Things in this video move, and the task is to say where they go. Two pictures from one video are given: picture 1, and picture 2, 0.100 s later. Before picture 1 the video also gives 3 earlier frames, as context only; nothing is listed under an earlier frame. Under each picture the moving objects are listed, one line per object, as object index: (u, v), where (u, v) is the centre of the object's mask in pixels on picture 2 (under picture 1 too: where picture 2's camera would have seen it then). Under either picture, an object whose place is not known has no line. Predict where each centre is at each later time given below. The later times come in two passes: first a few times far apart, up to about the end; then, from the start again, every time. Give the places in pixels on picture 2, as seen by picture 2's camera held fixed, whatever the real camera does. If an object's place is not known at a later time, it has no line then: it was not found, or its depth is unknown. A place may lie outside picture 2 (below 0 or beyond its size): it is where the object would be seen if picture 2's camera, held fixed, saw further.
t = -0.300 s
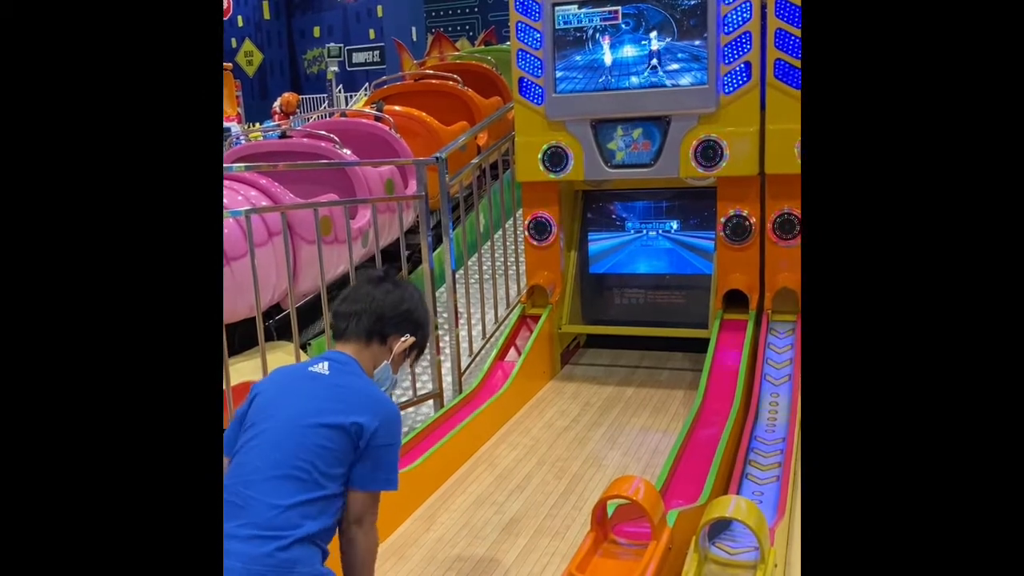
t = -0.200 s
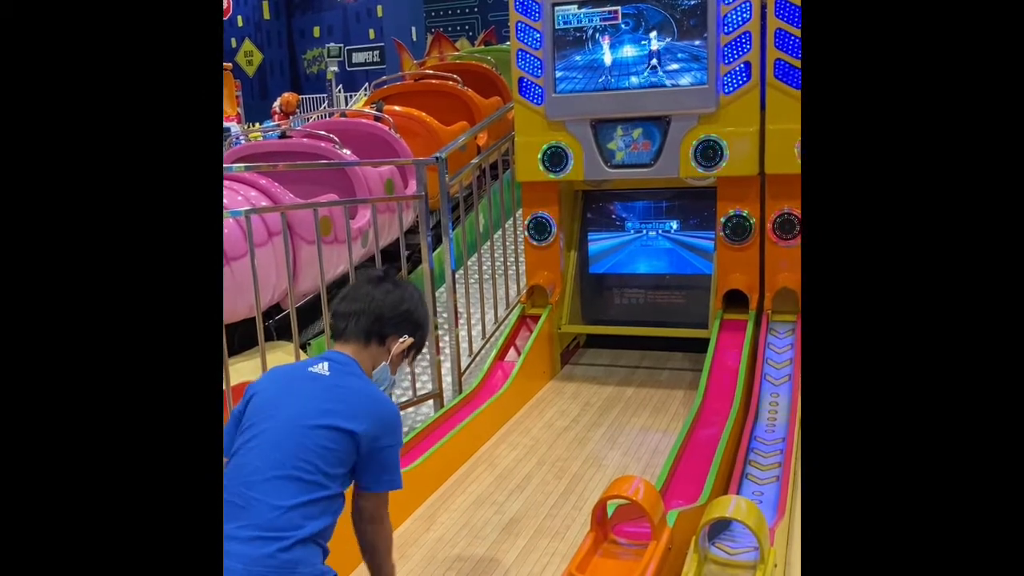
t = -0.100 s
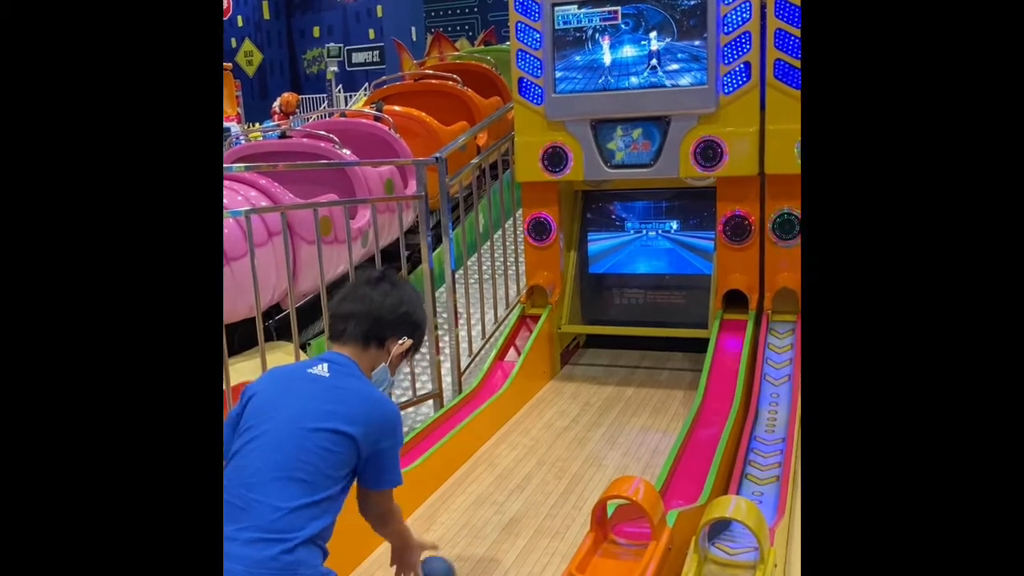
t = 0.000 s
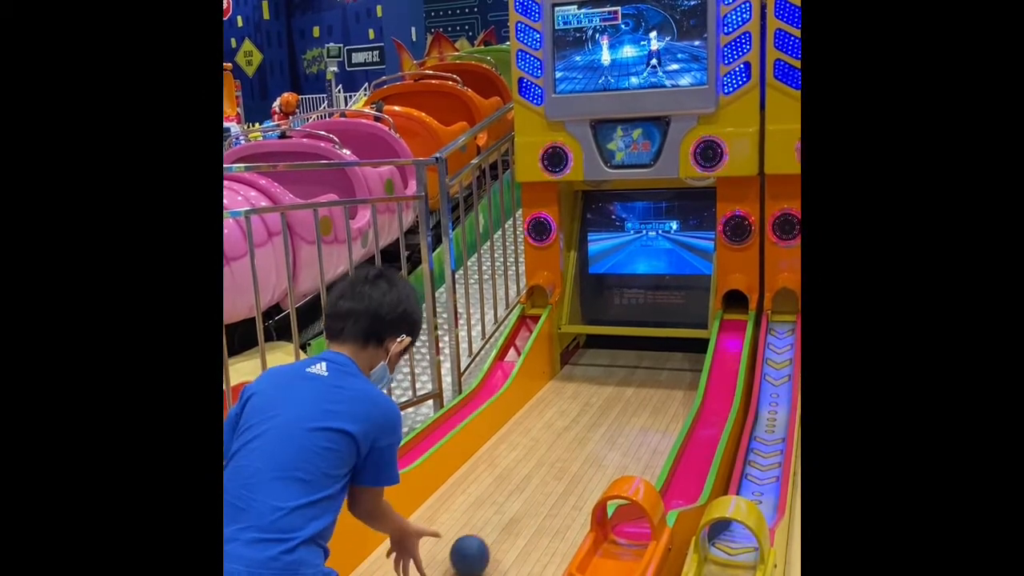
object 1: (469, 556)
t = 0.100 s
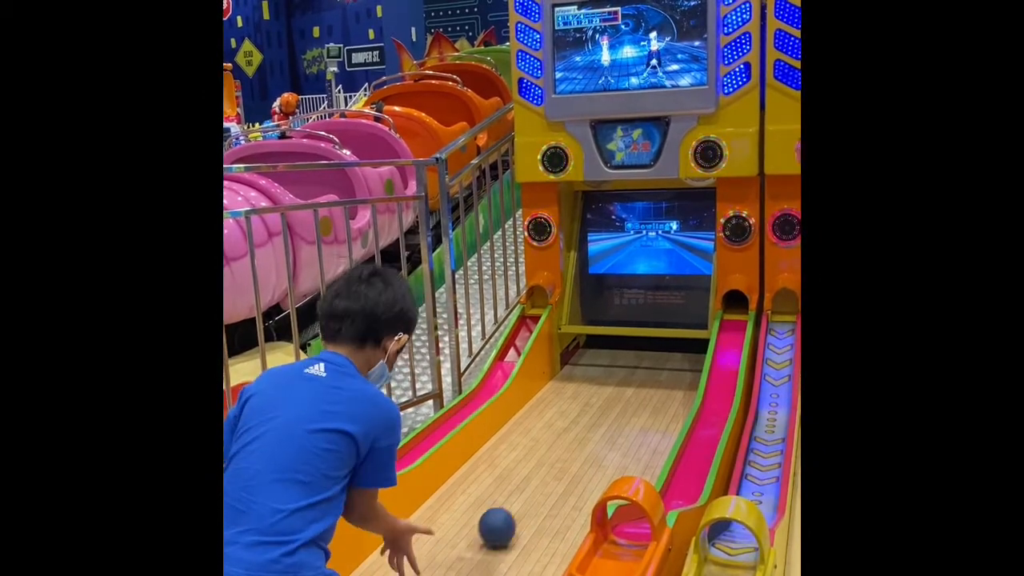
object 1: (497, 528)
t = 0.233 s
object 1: (526, 497)
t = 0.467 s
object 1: (568, 453)
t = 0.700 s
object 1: (600, 419)
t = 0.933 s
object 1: (627, 391)
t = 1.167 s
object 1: (648, 368)
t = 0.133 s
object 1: (504, 520)
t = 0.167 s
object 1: (512, 512)
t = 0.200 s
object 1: (519, 504)
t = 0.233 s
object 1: (526, 497)
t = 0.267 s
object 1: (533, 490)
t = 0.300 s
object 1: (539, 484)
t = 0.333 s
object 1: (545, 477)
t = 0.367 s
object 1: (551, 471)
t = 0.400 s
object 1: (556, 465)
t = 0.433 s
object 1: (562, 459)
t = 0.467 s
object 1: (568, 453)
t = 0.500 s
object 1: (573, 448)
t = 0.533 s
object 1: (578, 443)
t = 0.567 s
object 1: (582, 438)
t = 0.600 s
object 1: (587, 433)
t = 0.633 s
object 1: (592, 428)
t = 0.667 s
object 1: (596, 424)
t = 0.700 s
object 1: (600, 419)
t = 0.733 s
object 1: (605, 415)
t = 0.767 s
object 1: (608, 411)
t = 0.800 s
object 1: (612, 406)
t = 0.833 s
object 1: (616, 402)
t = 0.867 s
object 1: (620, 398)
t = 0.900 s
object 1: (623, 395)
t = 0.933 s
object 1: (627, 391)
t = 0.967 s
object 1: (630, 388)
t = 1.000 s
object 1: (633, 384)
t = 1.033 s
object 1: (636, 381)
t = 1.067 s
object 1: (640, 377)
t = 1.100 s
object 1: (643, 374)
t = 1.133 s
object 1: (646, 371)
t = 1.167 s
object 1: (648, 368)
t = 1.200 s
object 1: (652, 365)
